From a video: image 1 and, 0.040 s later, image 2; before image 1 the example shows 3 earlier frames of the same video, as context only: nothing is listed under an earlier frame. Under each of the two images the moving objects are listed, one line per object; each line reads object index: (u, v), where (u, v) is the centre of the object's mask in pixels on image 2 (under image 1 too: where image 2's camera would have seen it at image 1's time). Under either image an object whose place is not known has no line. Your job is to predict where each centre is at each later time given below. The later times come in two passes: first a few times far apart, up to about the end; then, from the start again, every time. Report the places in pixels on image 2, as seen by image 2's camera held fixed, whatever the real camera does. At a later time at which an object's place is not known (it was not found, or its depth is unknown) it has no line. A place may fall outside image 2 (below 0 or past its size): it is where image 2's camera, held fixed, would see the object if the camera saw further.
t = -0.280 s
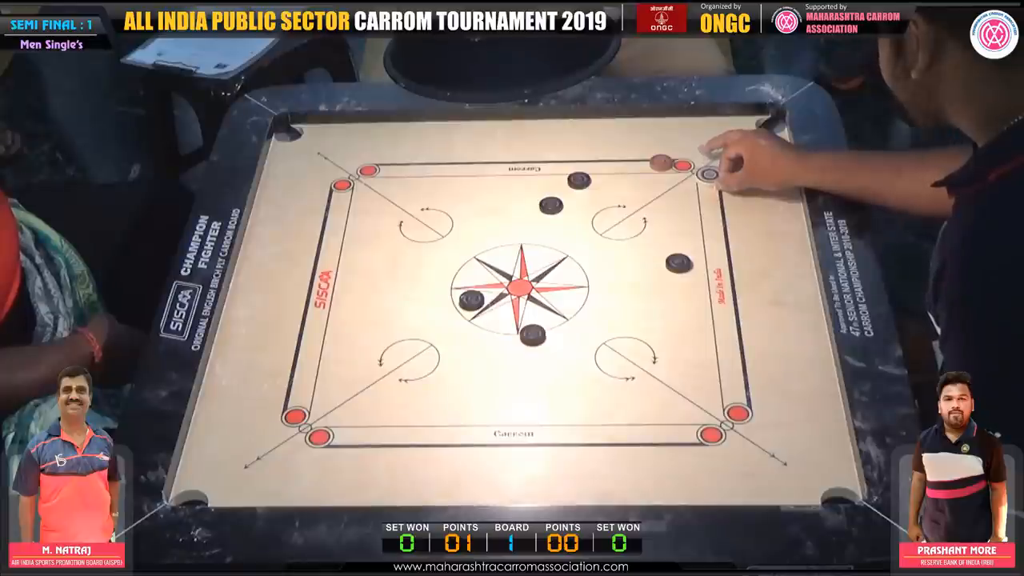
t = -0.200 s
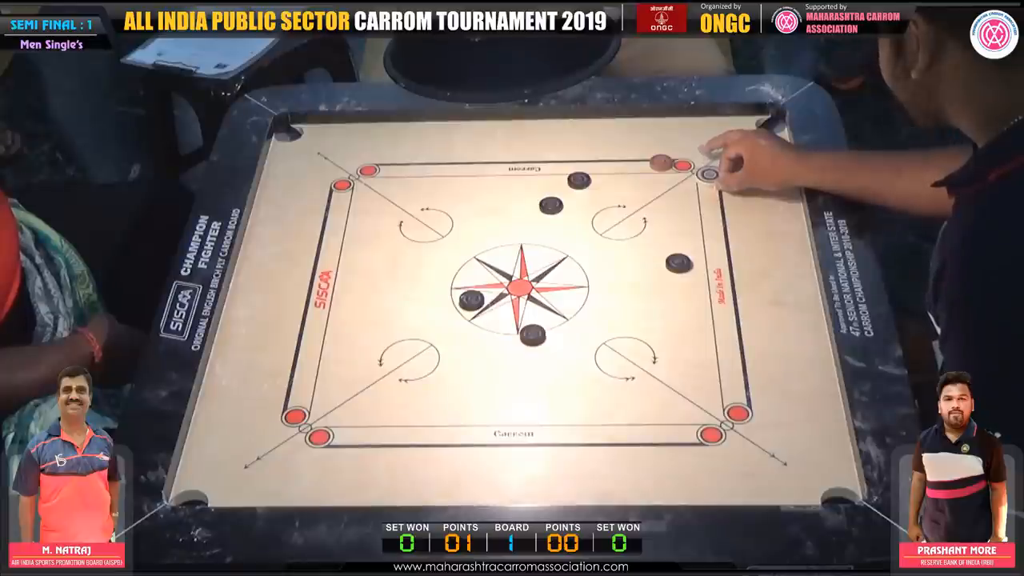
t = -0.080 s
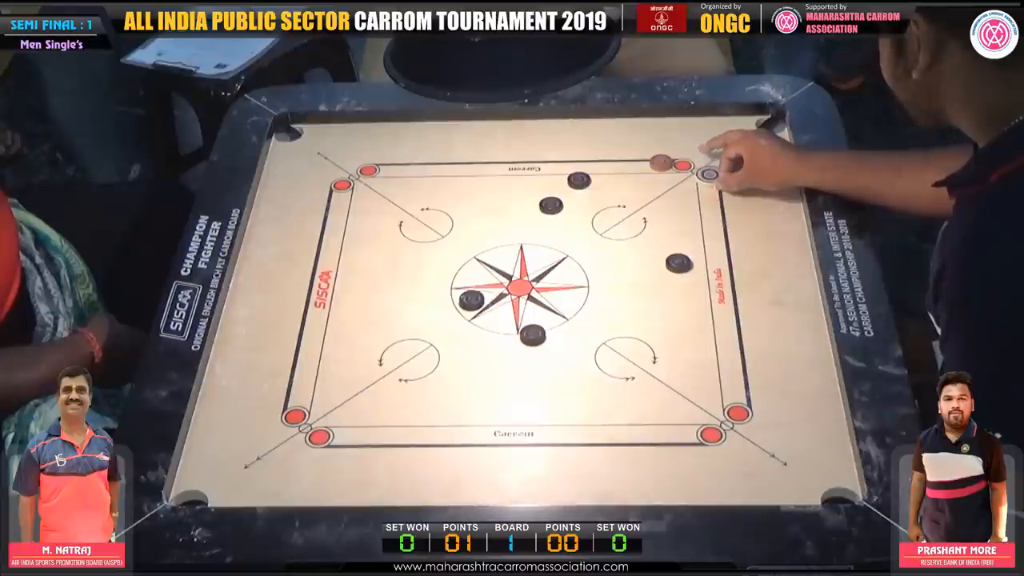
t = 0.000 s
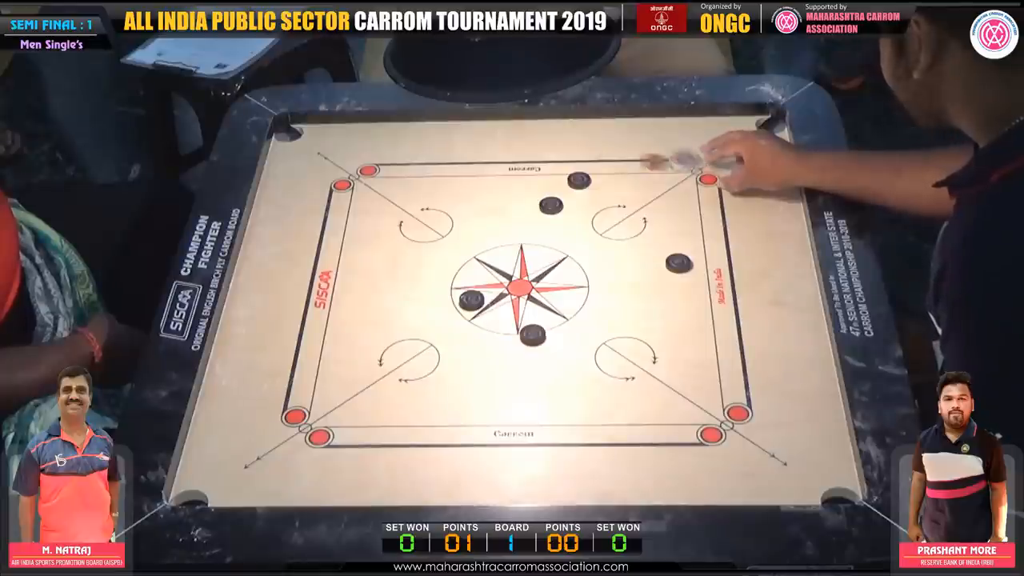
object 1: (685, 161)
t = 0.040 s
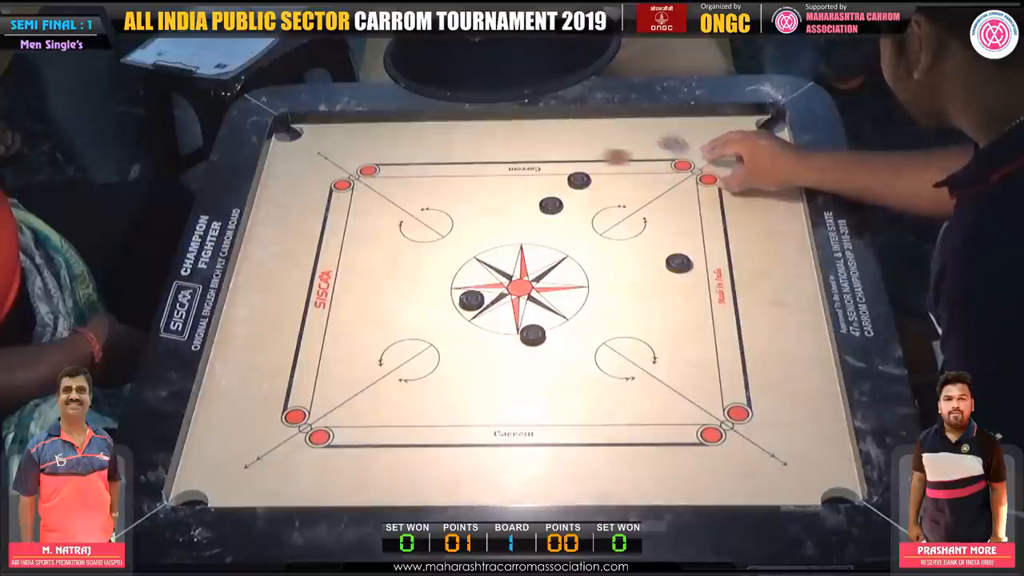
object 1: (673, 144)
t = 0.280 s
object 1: (637, 168)
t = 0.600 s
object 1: (617, 223)
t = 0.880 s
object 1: (613, 234)
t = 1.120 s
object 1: (612, 234)
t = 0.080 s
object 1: (661, 130)
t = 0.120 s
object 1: (652, 127)
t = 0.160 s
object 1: (648, 137)
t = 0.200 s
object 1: (644, 150)
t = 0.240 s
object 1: (640, 158)
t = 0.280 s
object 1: (637, 168)
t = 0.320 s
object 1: (633, 177)
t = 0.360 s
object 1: (630, 185)
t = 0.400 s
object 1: (628, 193)
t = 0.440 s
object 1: (625, 201)
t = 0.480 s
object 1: (623, 207)
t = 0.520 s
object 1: (620, 213)
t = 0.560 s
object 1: (618, 219)
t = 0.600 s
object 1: (617, 223)
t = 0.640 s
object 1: (615, 227)
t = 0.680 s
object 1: (614, 230)
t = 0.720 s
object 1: (613, 232)
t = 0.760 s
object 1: (613, 233)
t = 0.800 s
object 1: (613, 234)
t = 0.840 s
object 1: (613, 234)
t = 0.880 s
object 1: (613, 234)
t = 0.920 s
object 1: (613, 234)
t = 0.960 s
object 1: (612, 234)
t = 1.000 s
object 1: (613, 234)
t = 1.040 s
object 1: (612, 234)
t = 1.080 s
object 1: (612, 234)
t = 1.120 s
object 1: (612, 234)
